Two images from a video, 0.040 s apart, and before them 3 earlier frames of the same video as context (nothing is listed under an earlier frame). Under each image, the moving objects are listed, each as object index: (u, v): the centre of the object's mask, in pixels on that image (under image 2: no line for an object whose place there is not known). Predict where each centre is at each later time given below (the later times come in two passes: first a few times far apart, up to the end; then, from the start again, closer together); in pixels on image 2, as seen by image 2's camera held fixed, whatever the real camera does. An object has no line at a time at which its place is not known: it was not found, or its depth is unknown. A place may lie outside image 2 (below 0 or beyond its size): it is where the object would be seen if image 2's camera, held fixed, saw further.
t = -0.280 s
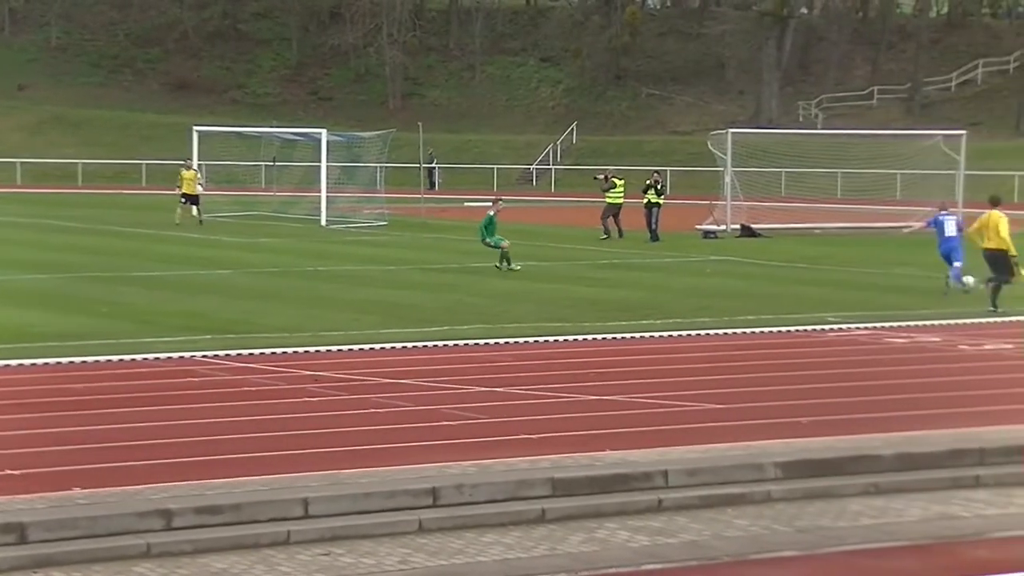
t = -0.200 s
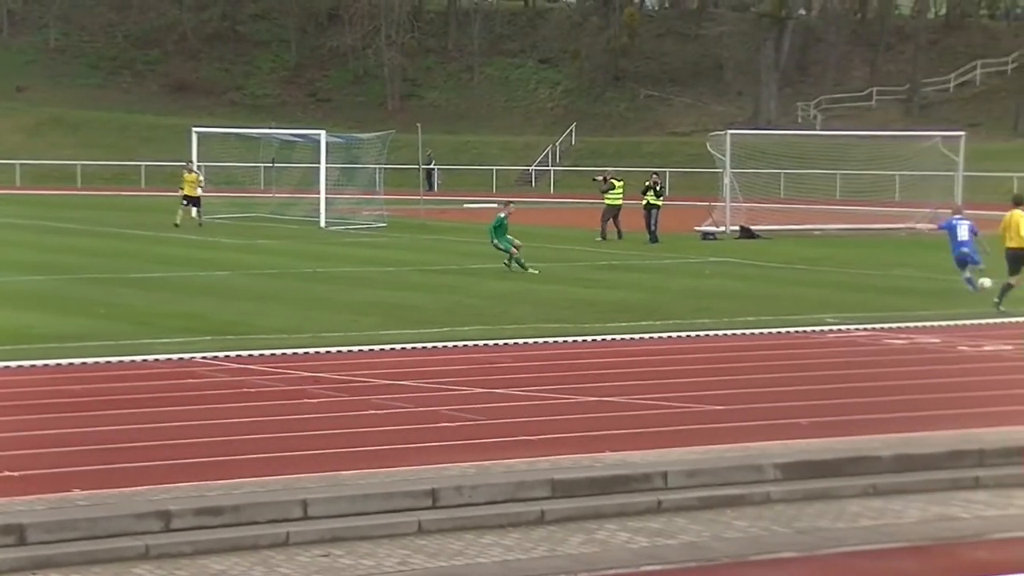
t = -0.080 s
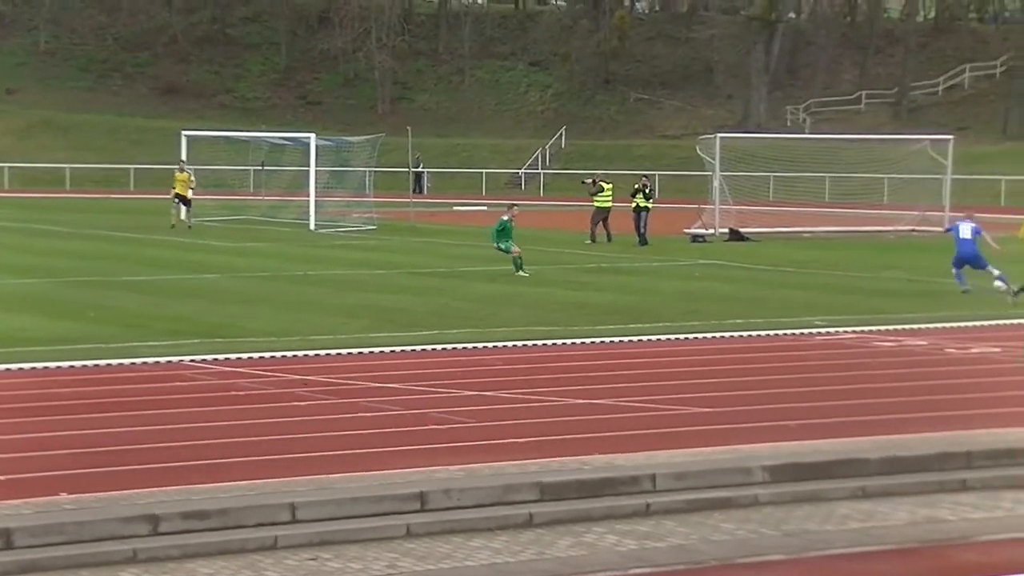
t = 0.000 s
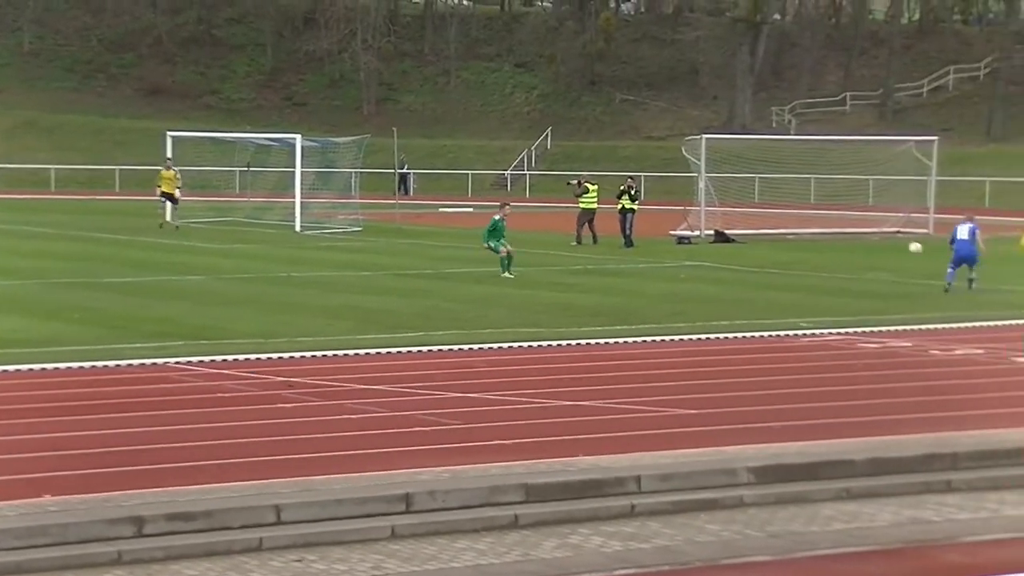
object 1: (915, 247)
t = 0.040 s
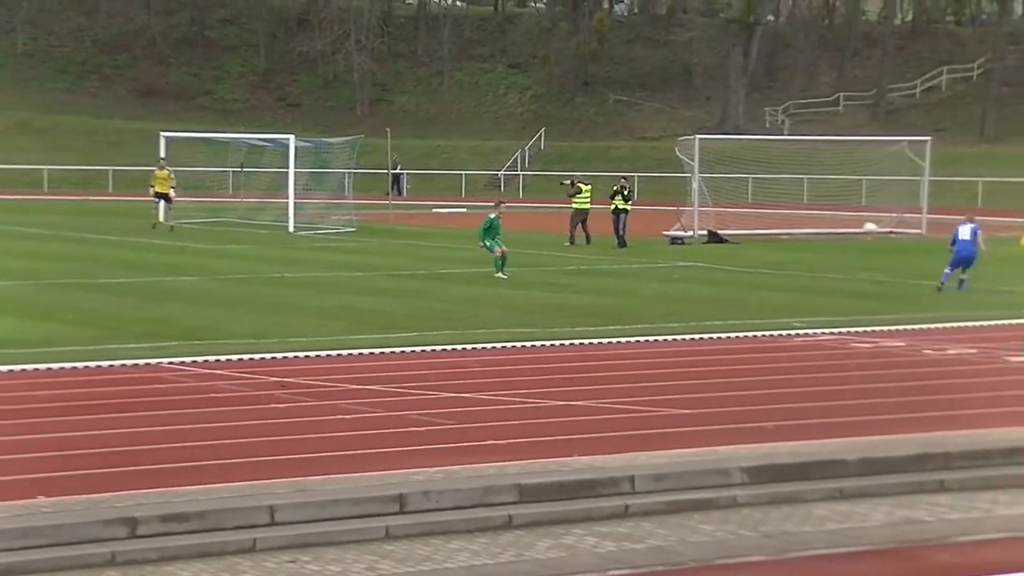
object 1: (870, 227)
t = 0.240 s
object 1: (702, 143)
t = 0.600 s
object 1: (468, 55)
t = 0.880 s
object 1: (323, 26)
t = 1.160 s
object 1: (208, 32)
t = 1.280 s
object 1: (161, 42)
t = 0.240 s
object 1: (702, 143)
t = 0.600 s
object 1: (468, 55)
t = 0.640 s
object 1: (446, 50)
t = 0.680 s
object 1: (424, 45)
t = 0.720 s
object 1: (403, 40)
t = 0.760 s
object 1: (382, 36)
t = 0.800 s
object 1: (362, 32)
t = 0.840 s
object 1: (343, 29)
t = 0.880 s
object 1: (323, 26)
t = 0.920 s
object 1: (304, 25)
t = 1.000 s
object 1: (268, 23)
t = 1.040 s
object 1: (252, 24)
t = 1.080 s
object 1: (241, 27)
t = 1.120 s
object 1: (223, 30)
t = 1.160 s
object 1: (208, 32)
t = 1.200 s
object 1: (192, 35)
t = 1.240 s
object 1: (177, 38)
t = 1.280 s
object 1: (161, 42)
